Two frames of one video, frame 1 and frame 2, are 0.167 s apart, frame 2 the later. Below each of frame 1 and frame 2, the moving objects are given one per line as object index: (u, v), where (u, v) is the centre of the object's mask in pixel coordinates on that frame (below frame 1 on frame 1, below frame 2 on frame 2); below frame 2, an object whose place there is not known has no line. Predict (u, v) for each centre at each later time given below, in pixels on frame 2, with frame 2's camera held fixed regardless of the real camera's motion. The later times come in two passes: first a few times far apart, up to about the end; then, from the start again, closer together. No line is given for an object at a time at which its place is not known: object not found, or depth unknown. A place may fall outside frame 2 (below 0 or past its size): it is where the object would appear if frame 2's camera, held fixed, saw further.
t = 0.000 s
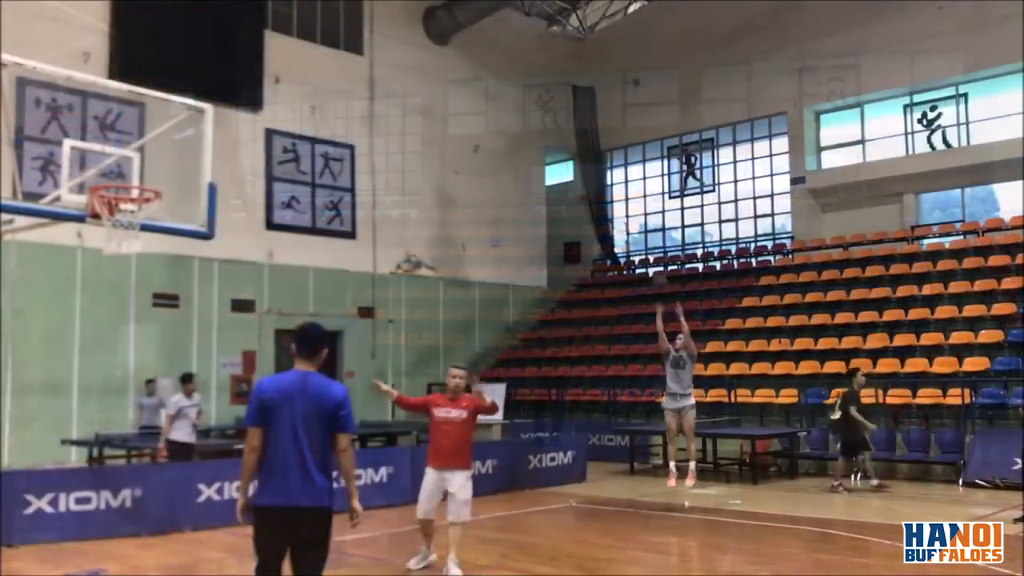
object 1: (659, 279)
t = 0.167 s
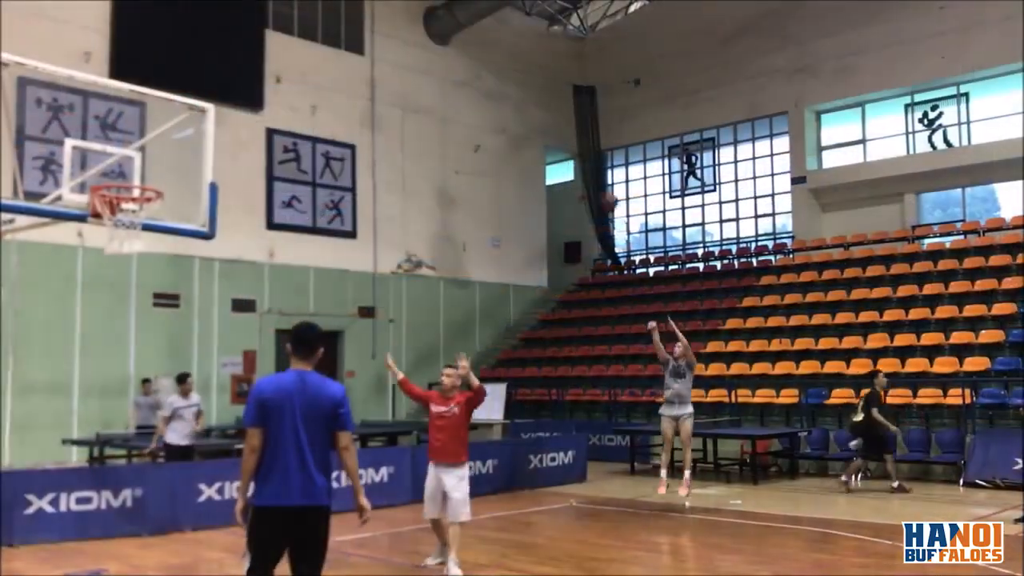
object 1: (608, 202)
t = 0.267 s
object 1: (578, 161)
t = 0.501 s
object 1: (495, 90)
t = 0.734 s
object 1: (396, 62)
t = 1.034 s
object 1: (238, 109)
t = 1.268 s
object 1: (103, 216)
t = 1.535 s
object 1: (102, 244)
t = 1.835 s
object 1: (96, 387)
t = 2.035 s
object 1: (89, 545)
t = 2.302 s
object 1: (113, 439)
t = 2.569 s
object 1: (136, 361)
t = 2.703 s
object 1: (146, 355)
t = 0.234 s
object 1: (588, 172)
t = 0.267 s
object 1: (578, 161)
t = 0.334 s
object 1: (556, 137)
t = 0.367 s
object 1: (544, 127)
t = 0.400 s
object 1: (532, 116)
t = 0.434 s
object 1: (520, 107)
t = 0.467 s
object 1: (508, 98)
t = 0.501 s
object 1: (495, 90)
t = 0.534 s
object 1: (482, 83)
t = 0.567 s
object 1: (469, 77)
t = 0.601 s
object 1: (455, 72)
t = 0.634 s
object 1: (441, 68)
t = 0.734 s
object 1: (396, 62)
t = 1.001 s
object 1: (257, 95)
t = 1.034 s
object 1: (238, 109)
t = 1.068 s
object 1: (217, 123)
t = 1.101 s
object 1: (194, 139)
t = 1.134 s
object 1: (173, 155)
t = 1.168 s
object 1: (151, 172)
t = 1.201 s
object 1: (122, 201)
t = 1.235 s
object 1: (108, 212)
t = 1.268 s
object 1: (103, 216)
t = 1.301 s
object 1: (101, 212)
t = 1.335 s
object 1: (100, 212)
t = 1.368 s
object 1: (102, 214)
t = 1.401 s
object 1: (102, 218)
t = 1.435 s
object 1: (102, 221)
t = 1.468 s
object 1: (102, 227)
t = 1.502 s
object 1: (103, 235)
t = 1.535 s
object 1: (102, 244)
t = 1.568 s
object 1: (101, 255)
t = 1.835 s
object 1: (96, 387)
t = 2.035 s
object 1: (89, 545)
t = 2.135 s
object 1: (94, 540)
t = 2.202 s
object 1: (102, 494)
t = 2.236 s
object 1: (105, 473)
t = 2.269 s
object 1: (108, 456)
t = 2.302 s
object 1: (113, 439)
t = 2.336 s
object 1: (116, 426)
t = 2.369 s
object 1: (119, 412)
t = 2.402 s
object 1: (122, 400)
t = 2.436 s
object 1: (126, 389)
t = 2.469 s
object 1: (128, 380)
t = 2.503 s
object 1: (131, 372)
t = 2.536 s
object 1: (134, 366)
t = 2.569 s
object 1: (136, 361)
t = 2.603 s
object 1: (139, 358)
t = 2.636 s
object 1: (141, 355)
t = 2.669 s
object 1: (144, 355)
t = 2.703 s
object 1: (146, 355)
